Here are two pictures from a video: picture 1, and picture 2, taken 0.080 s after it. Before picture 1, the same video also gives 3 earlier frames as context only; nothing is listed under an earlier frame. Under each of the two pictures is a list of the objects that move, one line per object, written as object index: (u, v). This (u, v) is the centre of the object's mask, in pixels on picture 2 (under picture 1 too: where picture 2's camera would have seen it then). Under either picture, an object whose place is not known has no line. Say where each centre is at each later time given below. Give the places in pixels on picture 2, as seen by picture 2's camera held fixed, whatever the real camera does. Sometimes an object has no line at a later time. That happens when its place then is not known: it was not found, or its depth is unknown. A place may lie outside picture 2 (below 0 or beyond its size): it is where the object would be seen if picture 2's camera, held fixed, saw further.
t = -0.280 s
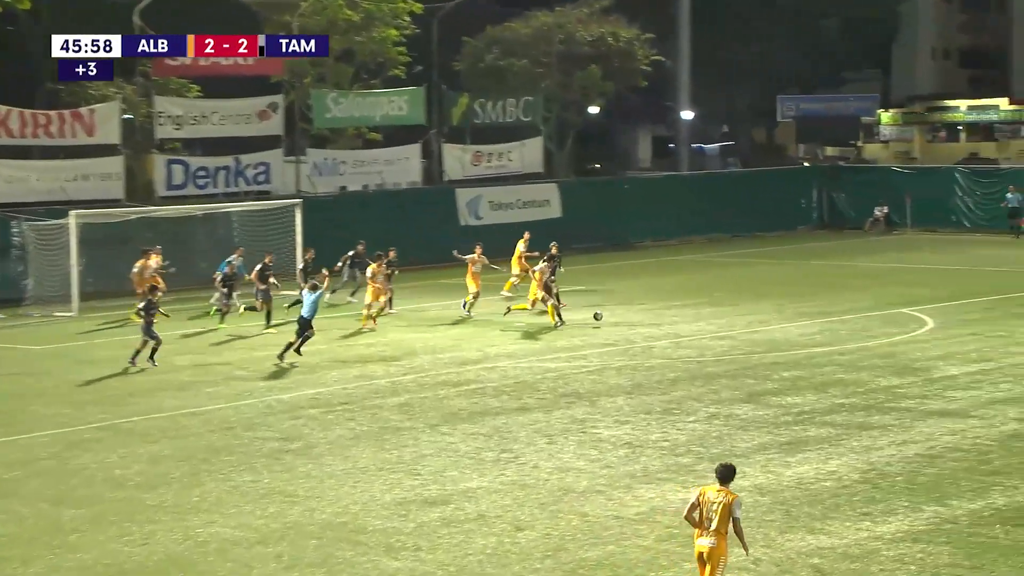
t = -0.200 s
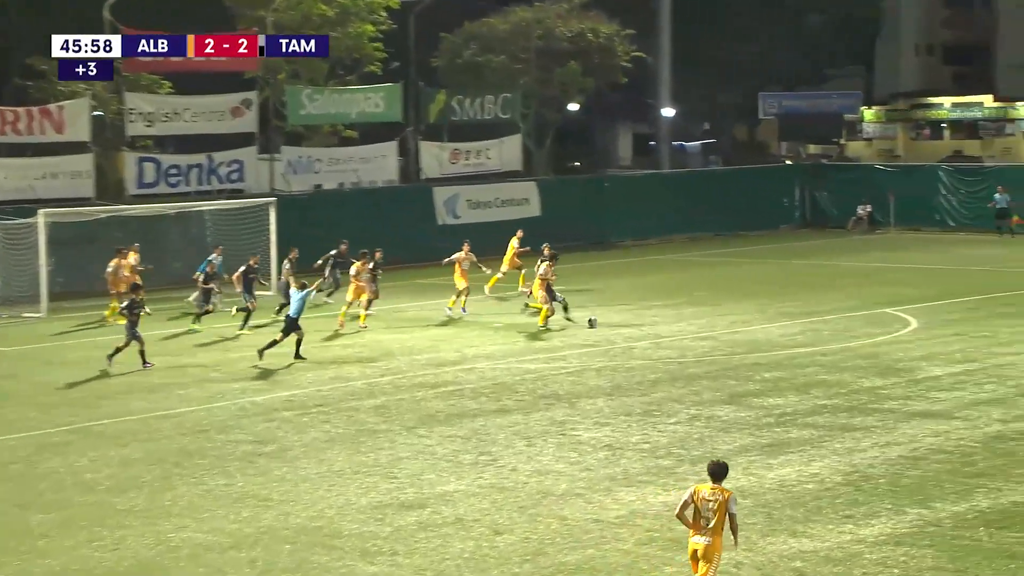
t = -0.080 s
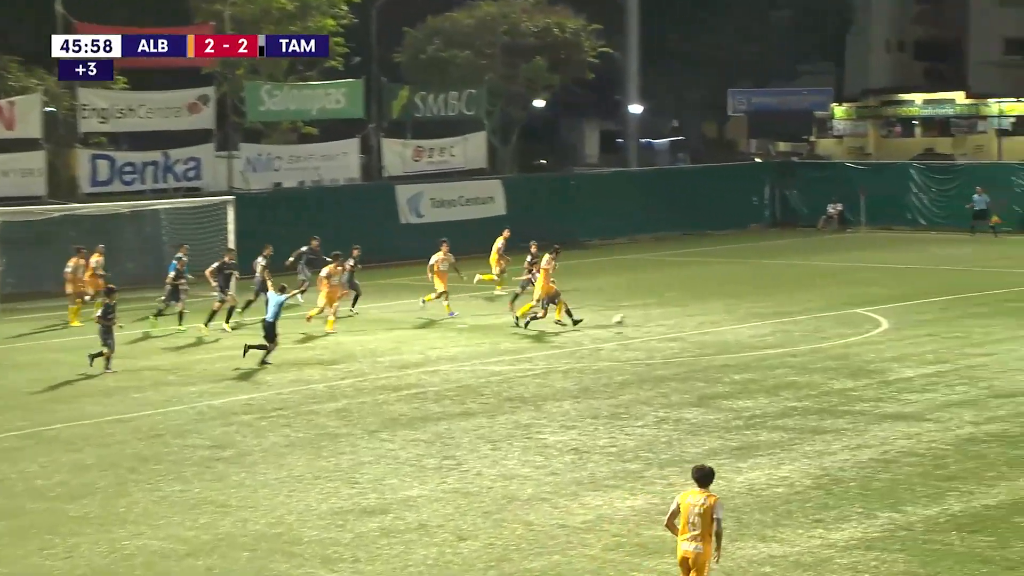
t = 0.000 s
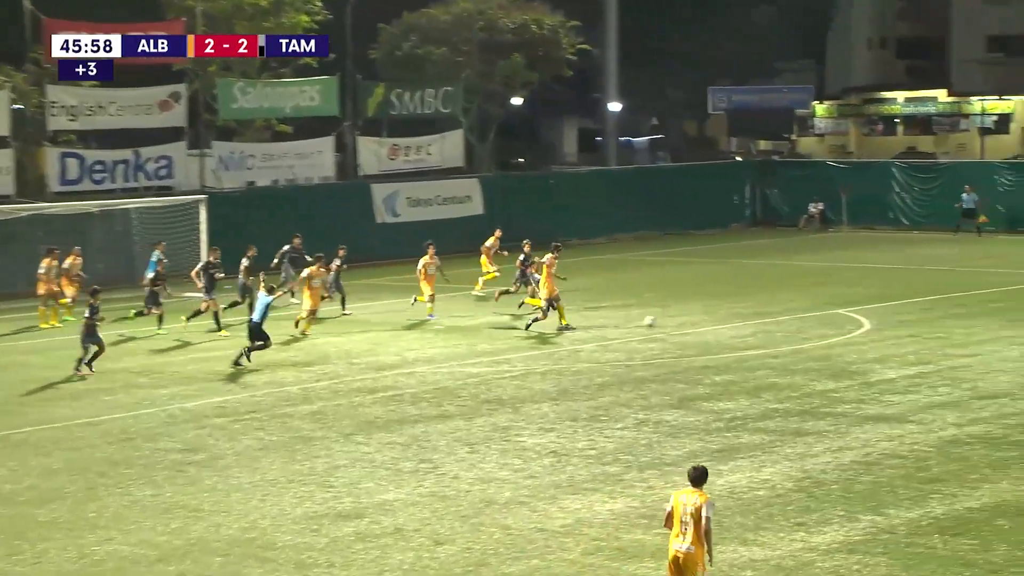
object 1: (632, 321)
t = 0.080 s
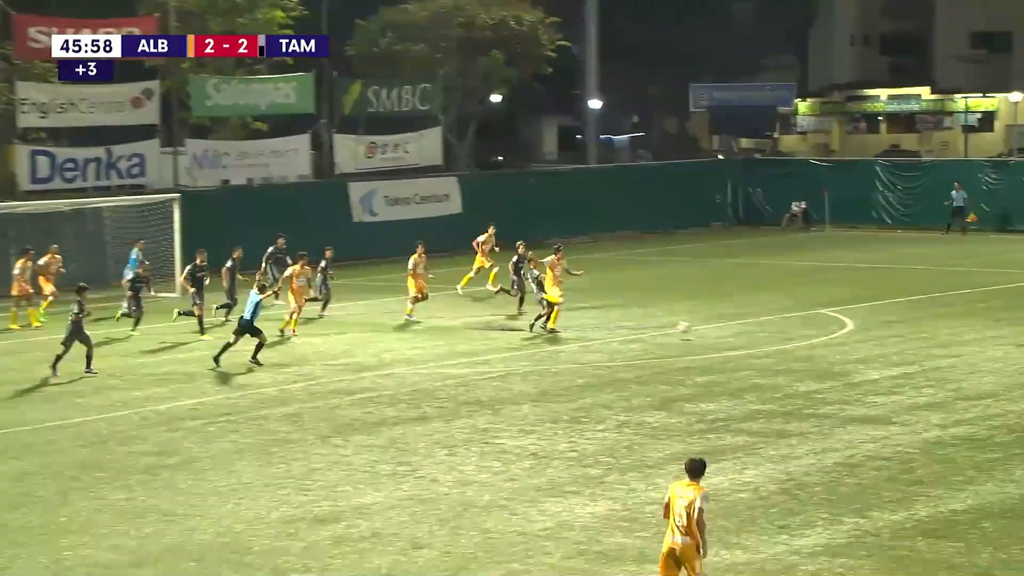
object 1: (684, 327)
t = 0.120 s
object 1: (710, 334)
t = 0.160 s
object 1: (736, 335)
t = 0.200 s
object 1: (759, 333)
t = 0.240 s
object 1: (783, 331)
